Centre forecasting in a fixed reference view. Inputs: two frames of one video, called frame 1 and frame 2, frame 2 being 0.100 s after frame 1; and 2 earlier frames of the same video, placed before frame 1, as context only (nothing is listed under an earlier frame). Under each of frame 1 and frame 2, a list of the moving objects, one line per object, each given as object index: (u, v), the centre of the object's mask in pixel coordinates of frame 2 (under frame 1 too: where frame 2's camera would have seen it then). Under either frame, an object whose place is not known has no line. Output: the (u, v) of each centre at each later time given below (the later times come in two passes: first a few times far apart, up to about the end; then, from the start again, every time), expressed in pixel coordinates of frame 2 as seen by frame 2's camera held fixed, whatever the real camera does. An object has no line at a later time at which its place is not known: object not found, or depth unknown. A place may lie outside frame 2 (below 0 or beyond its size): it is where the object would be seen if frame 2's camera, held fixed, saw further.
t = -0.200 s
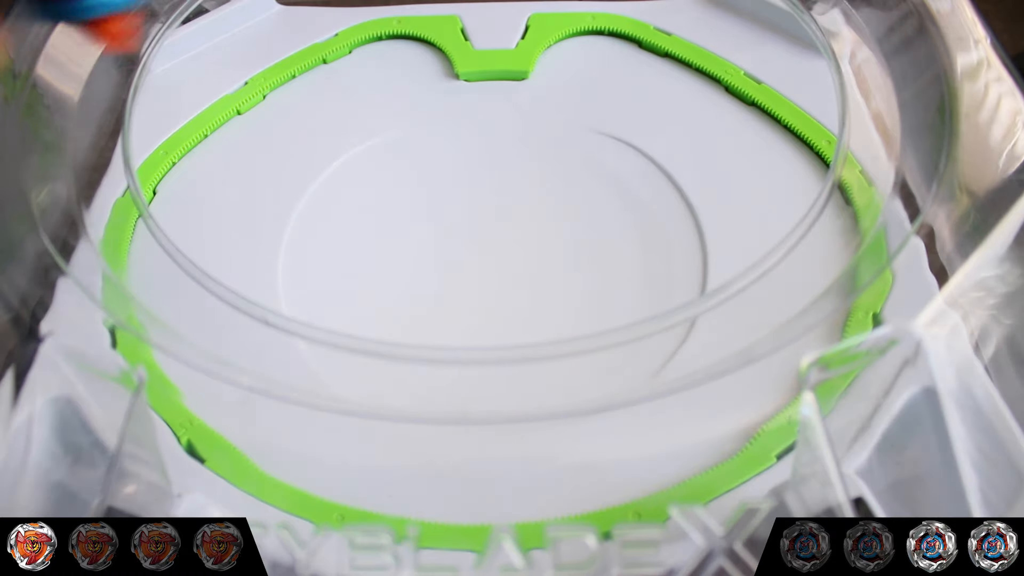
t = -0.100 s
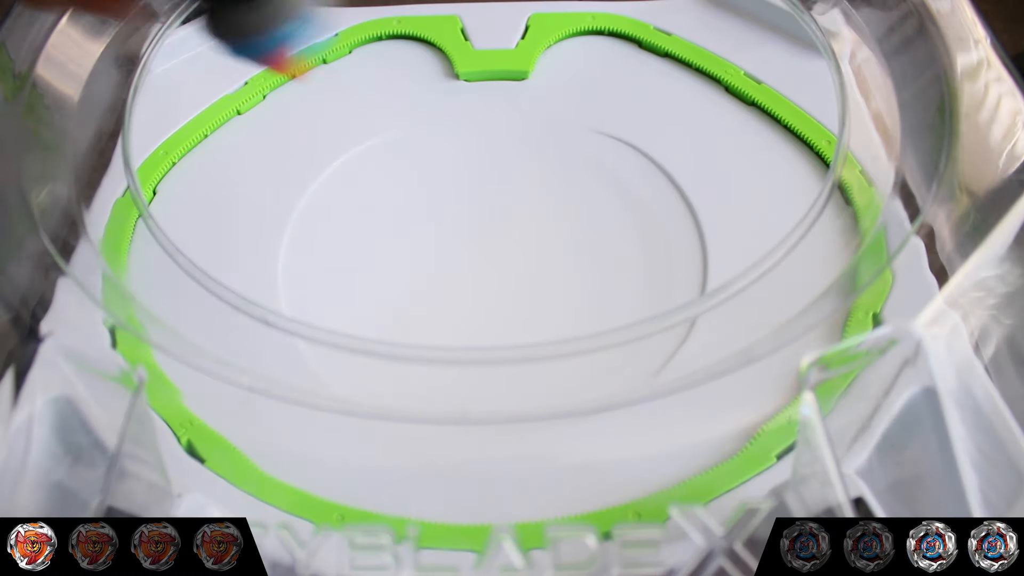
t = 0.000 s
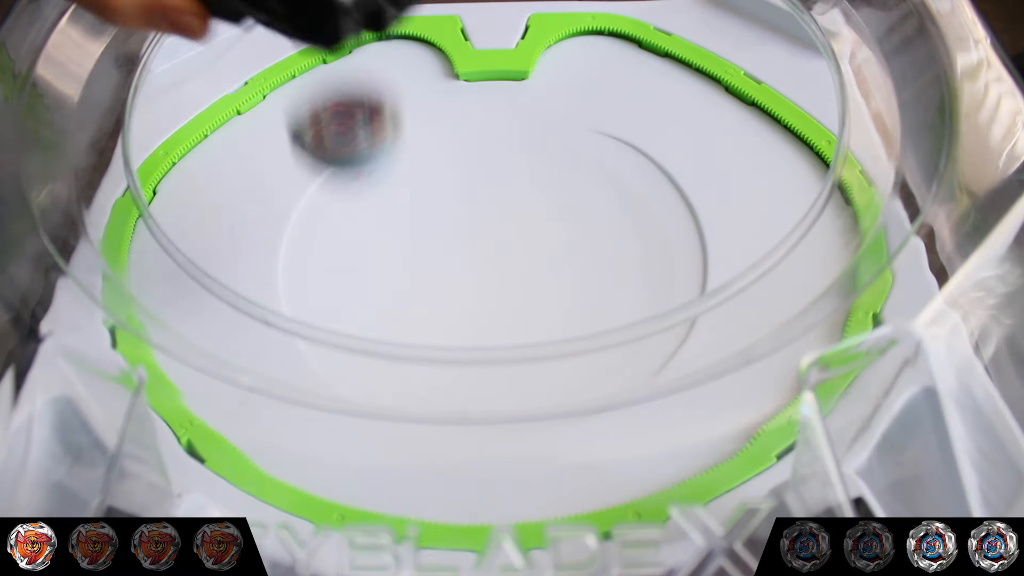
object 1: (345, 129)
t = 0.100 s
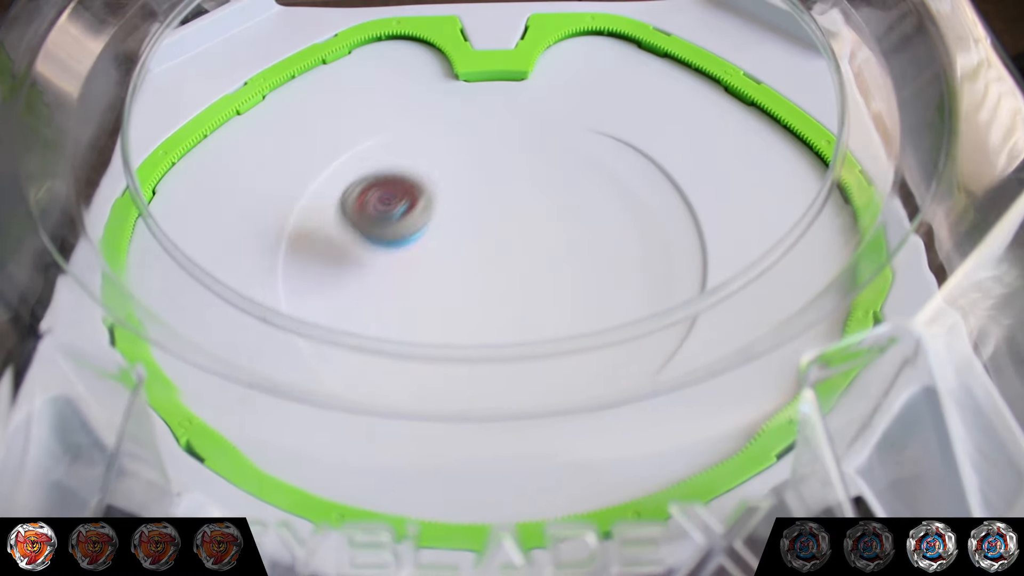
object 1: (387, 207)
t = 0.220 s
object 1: (453, 176)
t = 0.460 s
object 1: (469, 151)
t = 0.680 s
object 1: (415, 204)
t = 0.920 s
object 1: (489, 226)
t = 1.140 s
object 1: (519, 190)
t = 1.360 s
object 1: (496, 150)
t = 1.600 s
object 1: (449, 183)
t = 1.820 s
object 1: (468, 212)
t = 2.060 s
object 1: (506, 211)
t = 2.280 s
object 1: (526, 208)
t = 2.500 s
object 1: (501, 197)
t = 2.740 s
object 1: (482, 214)
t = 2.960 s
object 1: (459, 223)
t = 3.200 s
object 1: (488, 227)
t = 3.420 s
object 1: (471, 223)
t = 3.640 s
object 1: (466, 211)
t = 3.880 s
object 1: (452, 213)
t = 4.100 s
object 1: (464, 220)
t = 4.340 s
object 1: (461, 201)
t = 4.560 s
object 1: (459, 198)
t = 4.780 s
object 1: (401, 206)
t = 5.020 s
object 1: (277, 336)
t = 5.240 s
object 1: (579, 329)
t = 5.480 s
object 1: (535, 184)
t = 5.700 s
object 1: (392, 124)
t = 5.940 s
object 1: (352, 146)
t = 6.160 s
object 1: (399, 177)
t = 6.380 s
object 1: (458, 163)
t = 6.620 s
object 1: (505, 133)
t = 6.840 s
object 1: (527, 135)
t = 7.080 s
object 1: (541, 156)
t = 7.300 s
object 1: (559, 179)
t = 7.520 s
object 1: (564, 203)
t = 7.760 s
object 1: (552, 224)
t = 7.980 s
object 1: (525, 246)
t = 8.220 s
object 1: (488, 254)
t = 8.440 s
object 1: (354, 306)
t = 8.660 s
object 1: (391, 303)
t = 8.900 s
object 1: (481, 231)
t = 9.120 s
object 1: (436, 141)
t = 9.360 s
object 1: (418, 135)
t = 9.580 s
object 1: (451, 149)
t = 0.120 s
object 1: (399, 198)
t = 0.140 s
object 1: (411, 193)
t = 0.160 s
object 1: (423, 194)
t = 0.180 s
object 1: (434, 194)
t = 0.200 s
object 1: (443, 182)
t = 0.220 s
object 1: (453, 176)
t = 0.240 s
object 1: (460, 169)
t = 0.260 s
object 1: (468, 162)
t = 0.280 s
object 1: (474, 157)
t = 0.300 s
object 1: (479, 152)
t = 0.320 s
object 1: (483, 148)
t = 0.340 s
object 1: (485, 146)
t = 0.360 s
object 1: (486, 145)
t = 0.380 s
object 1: (485, 145)
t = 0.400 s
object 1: (483, 145)
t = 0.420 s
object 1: (479, 146)
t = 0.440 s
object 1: (475, 149)
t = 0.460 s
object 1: (469, 151)
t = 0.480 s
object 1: (462, 155)
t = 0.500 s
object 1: (455, 159)
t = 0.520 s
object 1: (448, 163)
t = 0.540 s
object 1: (441, 167)
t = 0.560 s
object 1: (434, 173)
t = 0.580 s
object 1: (428, 178)
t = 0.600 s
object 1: (423, 184)
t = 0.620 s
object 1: (419, 189)
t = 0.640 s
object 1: (416, 194)
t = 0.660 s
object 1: (415, 199)
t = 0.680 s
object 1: (415, 204)
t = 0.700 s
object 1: (417, 209)
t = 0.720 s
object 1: (420, 213)
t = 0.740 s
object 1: (425, 217)
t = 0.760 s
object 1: (431, 221)
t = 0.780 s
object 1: (438, 224)
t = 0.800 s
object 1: (445, 226)
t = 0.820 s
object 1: (452, 228)
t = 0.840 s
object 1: (460, 229)
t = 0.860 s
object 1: (468, 229)
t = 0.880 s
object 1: (476, 229)
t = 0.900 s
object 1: (483, 228)
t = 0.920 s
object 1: (489, 226)
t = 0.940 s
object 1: (495, 225)
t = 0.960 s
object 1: (500, 222)
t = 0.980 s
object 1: (505, 220)
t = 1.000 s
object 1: (508, 217)
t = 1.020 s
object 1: (511, 214)
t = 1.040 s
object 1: (514, 210)
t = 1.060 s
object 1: (516, 207)
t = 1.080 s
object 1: (517, 203)
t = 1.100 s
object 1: (518, 199)
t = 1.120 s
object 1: (519, 194)
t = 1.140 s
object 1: (519, 190)
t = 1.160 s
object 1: (519, 185)
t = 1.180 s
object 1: (518, 181)
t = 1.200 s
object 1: (517, 176)
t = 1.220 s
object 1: (516, 171)
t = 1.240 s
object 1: (515, 166)
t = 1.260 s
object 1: (513, 162)
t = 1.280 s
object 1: (510, 158)
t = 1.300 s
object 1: (507, 155)
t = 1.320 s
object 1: (504, 153)
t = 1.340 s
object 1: (500, 151)
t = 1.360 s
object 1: (496, 150)
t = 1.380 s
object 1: (491, 150)
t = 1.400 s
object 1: (486, 151)
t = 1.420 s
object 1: (482, 152)
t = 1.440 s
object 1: (477, 154)
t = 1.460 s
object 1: (472, 157)
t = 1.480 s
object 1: (467, 160)
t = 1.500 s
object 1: (463, 164)
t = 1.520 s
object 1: (459, 167)
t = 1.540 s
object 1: (455, 171)
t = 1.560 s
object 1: (453, 175)
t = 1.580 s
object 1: (451, 179)
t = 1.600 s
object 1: (449, 183)
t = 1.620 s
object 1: (448, 187)
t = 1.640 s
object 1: (448, 190)
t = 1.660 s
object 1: (449, 194)
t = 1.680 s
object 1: (449, 197)
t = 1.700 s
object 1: (451, 200)
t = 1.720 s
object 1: (453, 203)
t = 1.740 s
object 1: (455, 205)
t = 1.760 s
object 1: (458, 207)
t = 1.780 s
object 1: (461, 209)
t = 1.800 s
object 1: (465, 211)
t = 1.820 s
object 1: (468, 212)
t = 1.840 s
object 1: (472, 214)
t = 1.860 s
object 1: (475, 214)
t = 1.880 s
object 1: (479, 215)
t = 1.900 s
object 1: (483, 216)
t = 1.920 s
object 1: (486, 216)
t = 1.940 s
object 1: (489, 216)
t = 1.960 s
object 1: (492, 216)
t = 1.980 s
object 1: (495, 215)
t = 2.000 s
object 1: (498, 214)
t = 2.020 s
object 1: (500, 214)
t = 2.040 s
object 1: (503, 212)
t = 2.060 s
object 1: (506, 211)
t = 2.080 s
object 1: (509, 210)
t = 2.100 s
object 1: (512, 208)
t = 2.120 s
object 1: (515, 207)
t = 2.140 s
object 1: (518, 206)
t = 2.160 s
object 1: (521, 206)
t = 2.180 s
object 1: (524, 206)
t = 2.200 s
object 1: (526, 206)
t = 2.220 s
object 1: (527, 206)
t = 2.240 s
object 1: (527, 207)
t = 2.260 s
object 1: (527, 207)
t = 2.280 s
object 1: (526, 208)
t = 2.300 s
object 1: (524, 208)
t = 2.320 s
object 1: (522, 208)
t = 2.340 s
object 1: (519, 208)
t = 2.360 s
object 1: (516, 207)
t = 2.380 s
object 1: (513, 206)
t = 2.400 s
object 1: (510, 204)
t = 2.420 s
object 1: (507, 202)
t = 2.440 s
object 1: (505, 201)
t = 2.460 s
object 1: (503, 199)
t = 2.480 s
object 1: (502, 198)
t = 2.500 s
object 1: (501, 197)
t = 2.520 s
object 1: (500, 196)
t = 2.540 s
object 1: (500, 196)
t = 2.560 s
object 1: (499, 196)
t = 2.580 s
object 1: (498, 196)
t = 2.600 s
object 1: (498, 197)
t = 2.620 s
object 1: (497, 199)
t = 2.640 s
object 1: (495, 201)
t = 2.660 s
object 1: (494, 203)
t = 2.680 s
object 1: (492, 206)
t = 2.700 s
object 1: (489, 208)
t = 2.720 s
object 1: (486, 211)
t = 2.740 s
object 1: (482, 214)
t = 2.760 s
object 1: (478, 218)
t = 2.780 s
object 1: (473, 220)
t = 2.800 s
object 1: (469, 222)
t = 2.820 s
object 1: (465, 223)
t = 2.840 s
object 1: (461, 224)
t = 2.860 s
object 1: (459, 225)
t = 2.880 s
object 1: (457, 225)
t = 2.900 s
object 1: (456, 225)
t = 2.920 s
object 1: (456, 224)
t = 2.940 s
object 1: (457, 224)
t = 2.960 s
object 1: (459, 223)
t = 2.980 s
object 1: (461, 223)
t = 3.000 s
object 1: (465, 223)
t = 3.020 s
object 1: (467, 222)
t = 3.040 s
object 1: (469, 221)
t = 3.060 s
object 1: (471, 221)
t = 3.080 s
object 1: (474, 221)
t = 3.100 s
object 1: (478, 221)
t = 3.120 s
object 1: (481, 221)
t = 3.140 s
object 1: (484, 222)
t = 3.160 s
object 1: (486, 223)
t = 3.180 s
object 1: (487, 225)
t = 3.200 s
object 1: (488, 227)
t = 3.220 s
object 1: (488, 227)
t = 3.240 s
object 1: (488, 229)
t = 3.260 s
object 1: (488, 230)
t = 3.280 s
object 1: (486, 231)
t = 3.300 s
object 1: (484, 231)
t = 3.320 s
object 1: (482, 231)
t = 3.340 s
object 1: (480, 230)
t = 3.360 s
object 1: (478, 229)
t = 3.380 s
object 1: (475, 227)
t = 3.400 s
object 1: (473, 225)
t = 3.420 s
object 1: (471, 223)
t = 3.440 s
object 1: (469, 219)
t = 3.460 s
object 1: (469, 217)
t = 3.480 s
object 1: (469, 214)
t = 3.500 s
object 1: (469, 212)
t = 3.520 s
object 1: (470, 210)
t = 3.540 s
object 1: (470, 209)
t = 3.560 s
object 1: (470, 209)
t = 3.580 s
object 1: (470, 209)
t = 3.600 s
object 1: (469, 209)
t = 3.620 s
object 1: (468, 210)
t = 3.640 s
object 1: (466, 211)
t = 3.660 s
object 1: (465, 212)
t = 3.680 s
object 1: (462, 213)
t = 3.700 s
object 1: (459, 215)
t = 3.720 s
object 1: (457, 216)
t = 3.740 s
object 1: (454, 217)
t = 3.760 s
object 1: (452, 217)
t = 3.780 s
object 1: (450, 217)
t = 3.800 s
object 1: (449, 216)
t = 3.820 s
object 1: (448, 216)
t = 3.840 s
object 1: (449, 215)
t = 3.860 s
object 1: (450, 214)
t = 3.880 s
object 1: (452, 213)
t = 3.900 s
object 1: (454, 212)
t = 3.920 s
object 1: (456, 212)
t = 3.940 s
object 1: (459, 211)
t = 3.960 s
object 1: (462, 212)
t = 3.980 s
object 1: (464, 212)
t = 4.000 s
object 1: (466, 214)
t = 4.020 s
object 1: (467, 215)
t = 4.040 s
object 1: (467, 216)
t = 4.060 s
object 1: (466, 218)
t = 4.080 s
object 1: (466, 219)
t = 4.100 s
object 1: (464, 220)
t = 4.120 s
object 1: (463, 220)
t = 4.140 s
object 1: (461, 220)
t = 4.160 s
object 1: (459, 219)
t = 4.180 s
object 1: (457, 218)
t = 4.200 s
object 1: (456, 217)
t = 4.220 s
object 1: (456, 215)
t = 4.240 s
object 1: (455, 213)
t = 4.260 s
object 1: (456, 210)
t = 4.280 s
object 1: (456, 208)
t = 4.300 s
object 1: (457, 205)
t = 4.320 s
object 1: (459, 203)
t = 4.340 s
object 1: (461, 201)
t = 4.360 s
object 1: (463, 199)
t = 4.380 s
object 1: (465, 198)
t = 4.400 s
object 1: (467, 197)
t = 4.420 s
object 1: (468, 197)
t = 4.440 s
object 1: (468, 197)
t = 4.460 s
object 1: (468, 197)
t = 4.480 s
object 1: (467, 197)
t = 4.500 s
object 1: (465, 197)
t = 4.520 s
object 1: (464, 198)
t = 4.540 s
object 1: (461, 197)
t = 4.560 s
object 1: (459, 198)
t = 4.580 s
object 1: (456, 197)
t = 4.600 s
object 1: (453, 197)
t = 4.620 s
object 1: (450, 196)
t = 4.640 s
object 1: (448, 194)
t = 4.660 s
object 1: (446, 193)
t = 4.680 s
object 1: (446, 192)
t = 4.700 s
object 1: (446, 191)
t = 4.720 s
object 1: (446, 190)
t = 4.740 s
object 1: (447, 190)
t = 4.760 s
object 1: (450, 190)
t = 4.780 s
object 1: (401, 206)
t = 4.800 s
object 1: (346, 220)
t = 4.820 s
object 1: (299, 230)
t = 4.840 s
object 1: (261, 239)
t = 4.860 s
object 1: (230, 242)
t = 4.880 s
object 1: (195, 256)
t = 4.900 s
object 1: (164, 271)
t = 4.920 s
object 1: (133, 289)
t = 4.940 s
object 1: (142, 293)
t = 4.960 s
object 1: (178, 292)
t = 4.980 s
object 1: (207, 303)
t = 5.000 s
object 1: (240, 318)
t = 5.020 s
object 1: (277, 336)
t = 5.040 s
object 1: (311, 350)
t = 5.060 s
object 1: (346, 351)
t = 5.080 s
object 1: (379, 357)
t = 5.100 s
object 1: (412, 366)
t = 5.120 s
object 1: (446, 367)
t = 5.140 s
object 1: (477, 364)
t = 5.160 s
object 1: (507, 366)
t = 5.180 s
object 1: (531, 362)
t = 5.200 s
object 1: (552, 349)
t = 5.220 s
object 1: (568, 339)
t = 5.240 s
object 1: (579, 329)
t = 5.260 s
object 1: (587, 310)
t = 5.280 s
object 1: (595, 302)
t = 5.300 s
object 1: (599, 292)
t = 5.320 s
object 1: (601, 281)
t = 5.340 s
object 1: (599, 268)
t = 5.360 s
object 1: (594, 255)
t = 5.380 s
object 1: (588, 242)
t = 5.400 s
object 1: (581, 230)
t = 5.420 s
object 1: (571, 217)
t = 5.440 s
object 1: (560, 205)
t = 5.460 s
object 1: (547, 194)
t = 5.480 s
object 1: (535, 184)
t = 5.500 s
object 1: (522, 175)
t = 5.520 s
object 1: (508, 166)
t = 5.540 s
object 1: (495, 159)
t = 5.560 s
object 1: (479, 152)
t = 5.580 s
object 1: (465, 145)
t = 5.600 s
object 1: (450, 139)
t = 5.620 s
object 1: (436, 134)
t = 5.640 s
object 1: (424, 131)
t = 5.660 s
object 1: (412, 128)
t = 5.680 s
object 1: (401, 126)
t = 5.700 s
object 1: (392, 124)
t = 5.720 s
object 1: (383, 124)
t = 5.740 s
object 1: (375, 124)
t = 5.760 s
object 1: (369, 125)
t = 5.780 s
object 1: (364, 126)
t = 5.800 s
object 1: (360, 127)
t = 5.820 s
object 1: (357, 129)
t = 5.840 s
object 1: (354, 131)
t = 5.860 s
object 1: (352, 134)
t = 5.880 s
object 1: (351, 137)
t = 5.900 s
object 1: (351, 140)
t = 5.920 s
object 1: (351, 143)
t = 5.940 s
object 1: (352, 146)
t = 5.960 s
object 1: (353, 149)
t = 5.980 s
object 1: (355, 152)
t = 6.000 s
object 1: (359, 156)
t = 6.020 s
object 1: (363, 159)
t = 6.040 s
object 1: (367, 162)
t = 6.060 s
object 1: (371, 165)
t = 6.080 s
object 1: (376, 168)
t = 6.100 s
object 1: (381, 171)
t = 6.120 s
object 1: (387, 174)
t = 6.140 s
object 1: (393, 176)
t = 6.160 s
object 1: (399, 177)
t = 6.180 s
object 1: (405, 179)
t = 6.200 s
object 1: (410, 180)
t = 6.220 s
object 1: (416, 180)
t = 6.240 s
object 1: (421, 181)
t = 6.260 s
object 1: (427, 180)
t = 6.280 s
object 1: (432, 179)
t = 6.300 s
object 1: (438, 176)
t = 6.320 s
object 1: (443, 174)
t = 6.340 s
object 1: (448, 171)
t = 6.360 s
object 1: (453, 167)
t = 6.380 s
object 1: (458, 163)
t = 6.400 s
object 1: (463, 159)
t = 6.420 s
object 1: (468, 155)
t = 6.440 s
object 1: (472, 151)
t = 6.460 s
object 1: (476, 148)
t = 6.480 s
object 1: (480, 145)
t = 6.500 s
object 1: (484, 142)
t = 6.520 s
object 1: (488, 140)
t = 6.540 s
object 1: (492, 138)
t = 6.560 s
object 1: (496, 136)
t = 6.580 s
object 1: (499, 135)
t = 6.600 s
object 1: (502, 134)
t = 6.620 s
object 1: (505, 133)
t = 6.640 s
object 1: (509, 132)
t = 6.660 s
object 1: (512, 132)
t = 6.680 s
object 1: (515, 132)
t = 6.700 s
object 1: (518, 132)
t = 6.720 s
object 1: (520, 132)
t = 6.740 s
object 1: (522, 133)
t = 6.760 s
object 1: (524, 133)
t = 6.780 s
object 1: (525, 133)
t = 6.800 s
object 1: (525, 134)
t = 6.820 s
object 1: (526, 134)
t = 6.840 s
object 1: (527, 135)
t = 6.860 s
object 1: (528, 136)
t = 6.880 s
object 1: (529, 138)
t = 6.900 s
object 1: (530, 140)
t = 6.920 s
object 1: (531, 141)
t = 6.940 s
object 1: (532, 143)
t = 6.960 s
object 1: (534, 145)
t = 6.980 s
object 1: (535, 147)
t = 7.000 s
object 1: (536, 149)
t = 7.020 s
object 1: (538, 151)
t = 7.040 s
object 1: (539, 153)
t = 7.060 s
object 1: (540, 154)
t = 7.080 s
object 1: (541, 156)
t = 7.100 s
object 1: (542, 158)
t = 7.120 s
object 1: (544, 160)
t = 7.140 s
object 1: (546, 162)
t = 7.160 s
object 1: (548, 165)
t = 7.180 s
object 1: (549, 167)
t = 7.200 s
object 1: (551, 170)
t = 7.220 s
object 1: (554, 172)
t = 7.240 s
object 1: (556, 174)
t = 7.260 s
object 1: (558, 176)
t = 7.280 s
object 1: (559, 178)
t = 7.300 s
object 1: (559, 179)
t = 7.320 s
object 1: (560, 181)
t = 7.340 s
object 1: (560, 183)
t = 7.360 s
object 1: (561, 185)
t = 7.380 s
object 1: (562, 188)
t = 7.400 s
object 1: (562, 190)
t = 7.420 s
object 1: (562, 192)
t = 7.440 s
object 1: (563, 194)
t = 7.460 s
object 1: (563, 196)
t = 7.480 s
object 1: (563, 198)
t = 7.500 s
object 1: (564, 200)
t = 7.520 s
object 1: (564, 203)
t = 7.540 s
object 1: (564, 205)
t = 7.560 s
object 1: (563, 207)
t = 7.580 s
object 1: (563, 209)
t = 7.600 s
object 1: (563, 212)
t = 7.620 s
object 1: (561, 214)
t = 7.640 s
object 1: (560, 216)
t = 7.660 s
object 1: (559, 217)
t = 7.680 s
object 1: (557, 218)
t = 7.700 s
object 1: (556, 219)
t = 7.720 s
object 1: (556, 221)
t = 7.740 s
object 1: (554, 222)
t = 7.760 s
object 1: (552, 224)
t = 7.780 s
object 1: (551, 226)
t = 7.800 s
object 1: (549, 228)
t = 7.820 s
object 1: (547, 230)
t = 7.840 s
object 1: (545, 233)
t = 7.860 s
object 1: (543, 235)
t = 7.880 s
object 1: (540, 237)
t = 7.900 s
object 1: (538, 239)
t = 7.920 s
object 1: (535, 241)
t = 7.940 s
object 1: (531, 243)
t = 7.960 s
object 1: (528, 245)
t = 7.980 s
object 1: (525, 246)
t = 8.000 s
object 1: (522, 248)
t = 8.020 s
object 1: (519, 249)
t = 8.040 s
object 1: (515, 251)
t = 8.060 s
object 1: (512, 252)
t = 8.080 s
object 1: (509, 252)
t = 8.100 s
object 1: (505, 253)
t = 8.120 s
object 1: (501, 254)
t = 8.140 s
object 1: (499, 254)
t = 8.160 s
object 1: (497, 254)
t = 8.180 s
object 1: (494, 254)
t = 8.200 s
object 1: (491, 254)
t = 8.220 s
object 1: (488, 254)
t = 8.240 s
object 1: (486, 255)
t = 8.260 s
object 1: (483, 255)
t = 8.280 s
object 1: (479, 254)
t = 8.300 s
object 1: (475, 253)
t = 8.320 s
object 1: (471, 252)
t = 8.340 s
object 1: (468, 252)
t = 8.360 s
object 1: (448, 262)
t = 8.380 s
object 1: (423, 273)
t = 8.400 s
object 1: (394, 291)
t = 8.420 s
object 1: (371, 302)
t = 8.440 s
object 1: (354, 306)
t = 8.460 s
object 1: (337, 321)
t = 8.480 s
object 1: (323, 327)
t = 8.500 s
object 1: (321, 327)
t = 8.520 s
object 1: (323, 327)
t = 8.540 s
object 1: (327, 329)
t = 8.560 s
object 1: (336, 326)
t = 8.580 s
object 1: (347, 320)
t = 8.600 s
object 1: (359, 309)
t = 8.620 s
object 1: (369, 308)
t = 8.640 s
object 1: (379, 306)
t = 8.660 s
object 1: (391, 303)
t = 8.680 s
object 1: (403, 300)
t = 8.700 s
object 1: (414, 295)
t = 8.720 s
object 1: (425, 290)
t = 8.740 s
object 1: (435, 284)
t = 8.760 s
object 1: (444, 278)
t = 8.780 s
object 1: (452, 272)
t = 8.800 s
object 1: (459, 266)
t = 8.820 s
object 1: (466, 259)
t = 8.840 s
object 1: (471, 253)
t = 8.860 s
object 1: (475, 246)
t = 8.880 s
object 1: (479, 239)
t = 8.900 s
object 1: (481, 231)
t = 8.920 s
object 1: (481, 224)
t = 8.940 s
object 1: (480, 216)
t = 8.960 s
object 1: (478, 208)
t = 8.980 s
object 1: (475, 199)
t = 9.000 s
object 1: (472, 189)
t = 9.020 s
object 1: (466, 179)
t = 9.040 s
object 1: (460, 169)
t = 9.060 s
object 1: (454, 161)
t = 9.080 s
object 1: (447, 153)
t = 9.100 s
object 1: (442, 146)
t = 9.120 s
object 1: (436, 141)
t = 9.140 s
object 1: (432, 138)
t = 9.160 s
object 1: (429, 135)
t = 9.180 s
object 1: (426, 132)
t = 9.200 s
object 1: (423, 131)
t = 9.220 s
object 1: (421, 129)
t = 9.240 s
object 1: (419, 129)
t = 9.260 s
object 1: (418, 129)
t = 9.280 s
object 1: (418, 129)
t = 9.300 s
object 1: (417, 130)
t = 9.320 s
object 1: (417, 131)
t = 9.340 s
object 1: (418, 133)
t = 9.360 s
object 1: (418, 135)
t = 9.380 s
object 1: (419, 136)
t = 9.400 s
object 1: (420, 138)
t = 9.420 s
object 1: (422, 140)
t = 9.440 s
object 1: (424, 142)
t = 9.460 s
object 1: (426, 144)
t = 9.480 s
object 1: (429, 146)
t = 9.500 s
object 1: (432, 147)
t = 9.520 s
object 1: (436, 148)
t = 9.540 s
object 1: (440, 149)
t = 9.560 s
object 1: (446, 149)
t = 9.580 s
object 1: (451, 149)
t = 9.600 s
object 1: (456, 149)
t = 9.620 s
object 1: (460, 150)
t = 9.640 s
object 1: (465, 149)
